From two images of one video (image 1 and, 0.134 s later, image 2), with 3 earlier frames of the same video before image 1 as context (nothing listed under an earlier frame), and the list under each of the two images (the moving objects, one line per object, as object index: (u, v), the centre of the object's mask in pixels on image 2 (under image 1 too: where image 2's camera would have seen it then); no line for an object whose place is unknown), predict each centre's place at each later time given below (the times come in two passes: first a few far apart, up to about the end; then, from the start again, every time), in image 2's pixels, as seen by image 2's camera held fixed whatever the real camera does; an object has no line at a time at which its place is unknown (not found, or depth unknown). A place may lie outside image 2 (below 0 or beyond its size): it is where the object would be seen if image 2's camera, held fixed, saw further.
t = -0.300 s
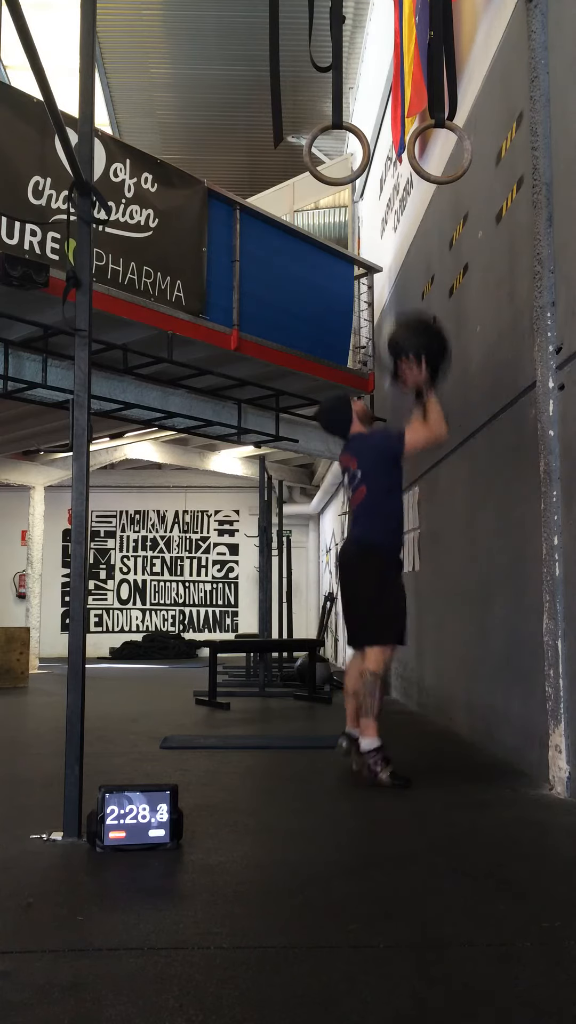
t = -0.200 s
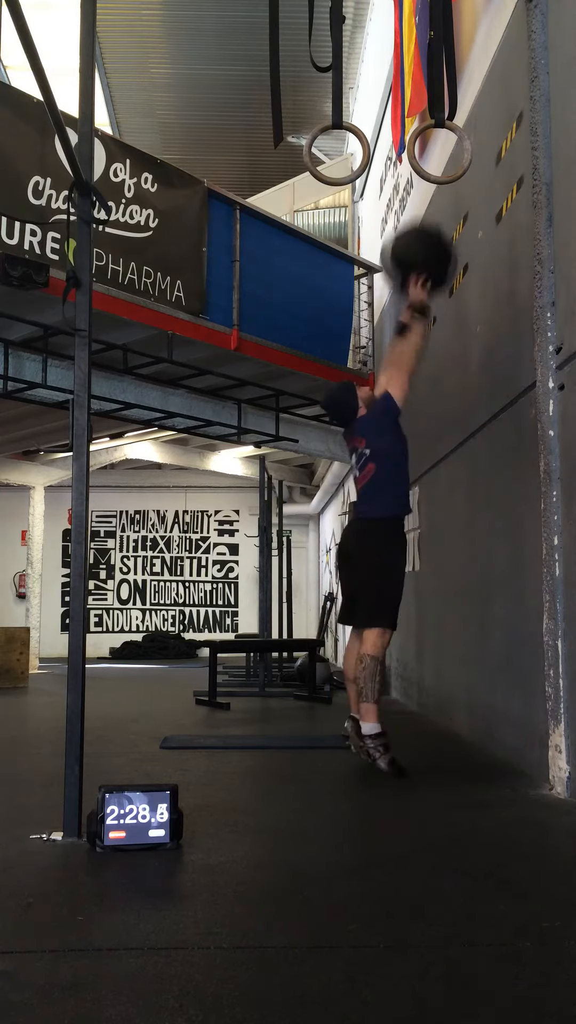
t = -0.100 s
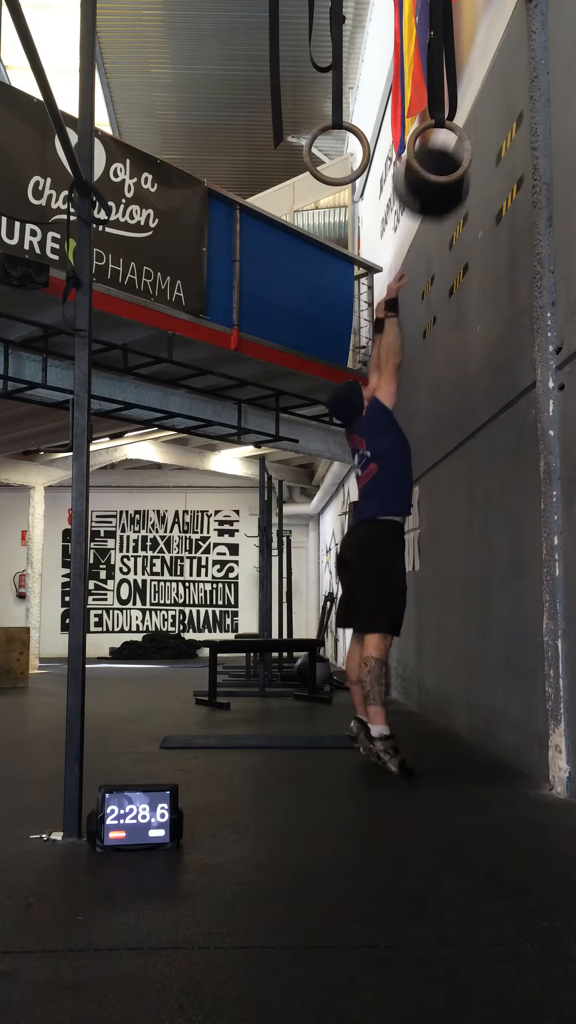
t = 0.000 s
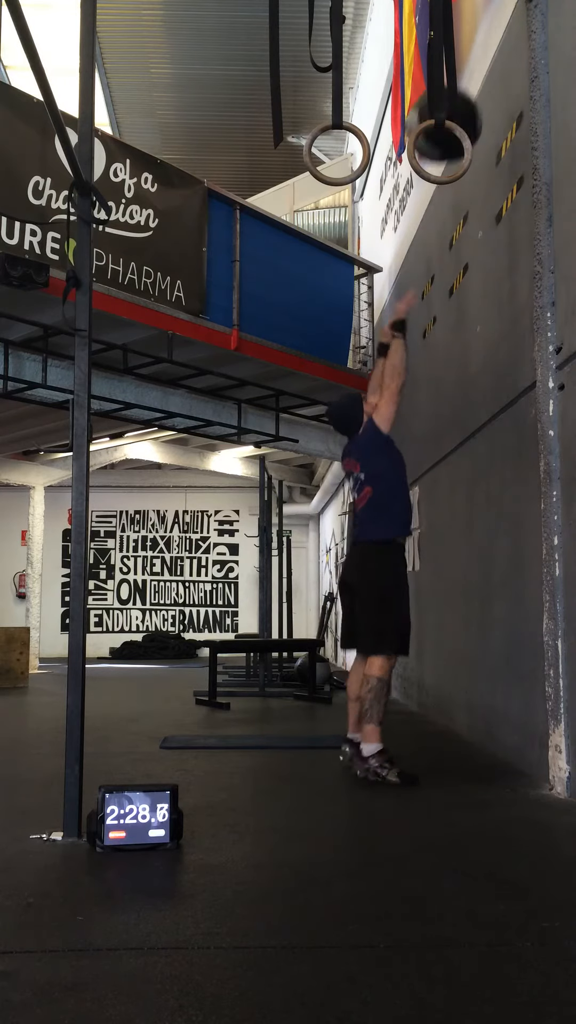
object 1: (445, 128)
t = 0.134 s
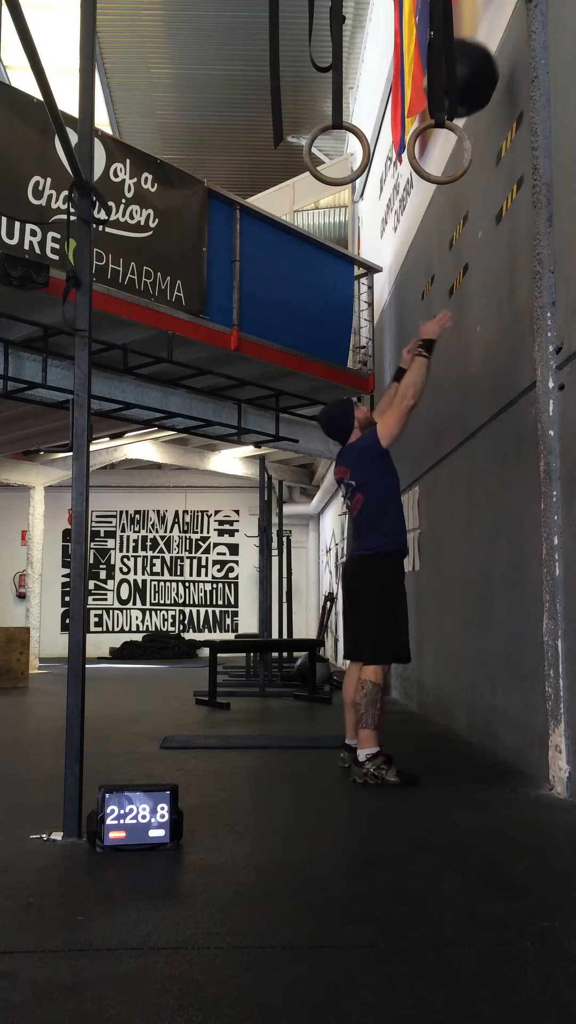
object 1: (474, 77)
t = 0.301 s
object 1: (480, 67)
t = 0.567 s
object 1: (455, 164)
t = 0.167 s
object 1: (476, 70)
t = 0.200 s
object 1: (478, 66)
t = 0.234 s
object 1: (480, 65)
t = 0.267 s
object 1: (481, 65)
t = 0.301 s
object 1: (480, 67)
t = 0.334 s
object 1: (478, 71)
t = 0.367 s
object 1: (477, 78)
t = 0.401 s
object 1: (476, 87)
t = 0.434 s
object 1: (475, 97)
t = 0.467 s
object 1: (470, 113)
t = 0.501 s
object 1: (464, 130)
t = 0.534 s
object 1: (458, 145)
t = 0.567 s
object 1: (455, 164)
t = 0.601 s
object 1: (453, 188)
